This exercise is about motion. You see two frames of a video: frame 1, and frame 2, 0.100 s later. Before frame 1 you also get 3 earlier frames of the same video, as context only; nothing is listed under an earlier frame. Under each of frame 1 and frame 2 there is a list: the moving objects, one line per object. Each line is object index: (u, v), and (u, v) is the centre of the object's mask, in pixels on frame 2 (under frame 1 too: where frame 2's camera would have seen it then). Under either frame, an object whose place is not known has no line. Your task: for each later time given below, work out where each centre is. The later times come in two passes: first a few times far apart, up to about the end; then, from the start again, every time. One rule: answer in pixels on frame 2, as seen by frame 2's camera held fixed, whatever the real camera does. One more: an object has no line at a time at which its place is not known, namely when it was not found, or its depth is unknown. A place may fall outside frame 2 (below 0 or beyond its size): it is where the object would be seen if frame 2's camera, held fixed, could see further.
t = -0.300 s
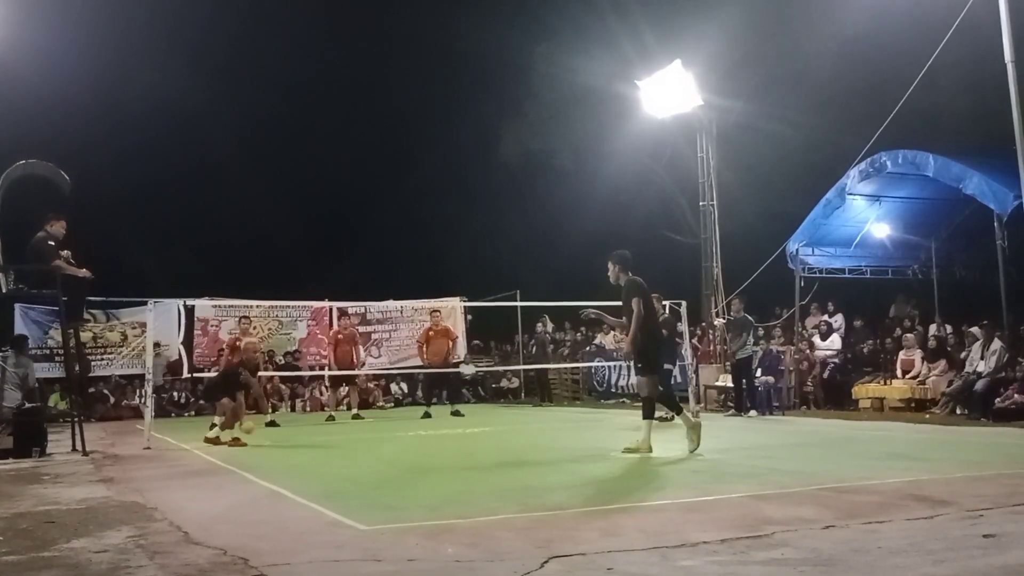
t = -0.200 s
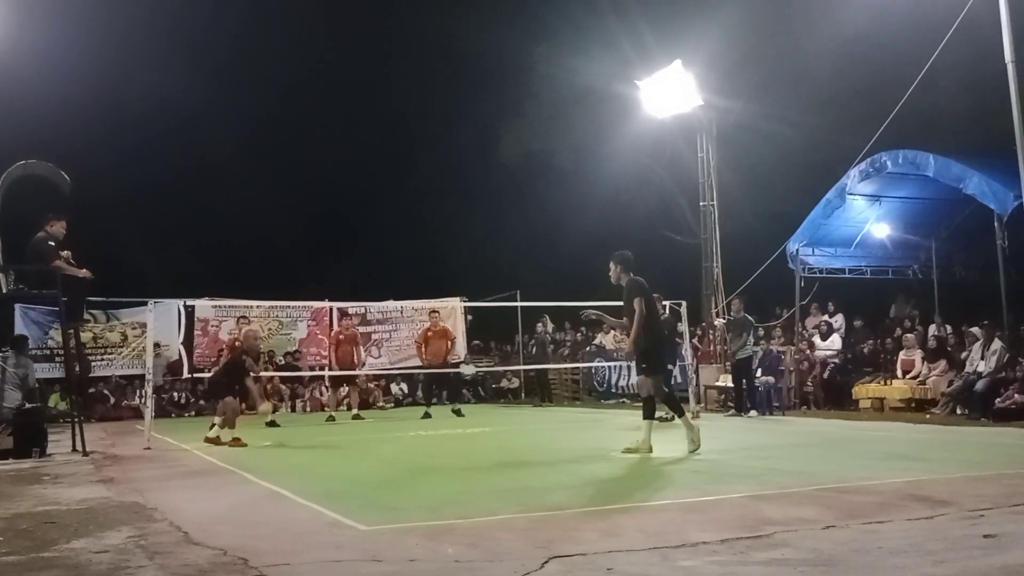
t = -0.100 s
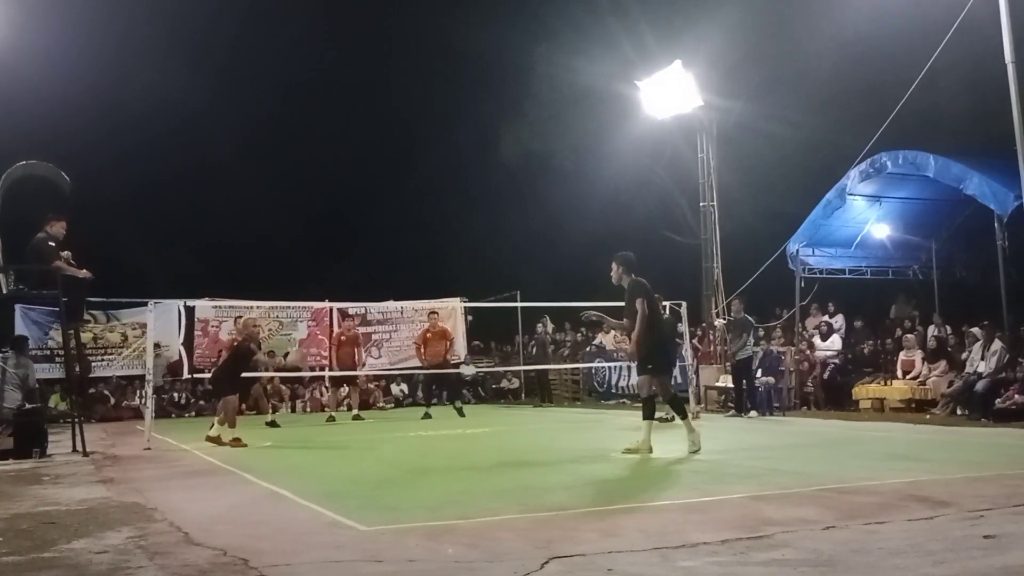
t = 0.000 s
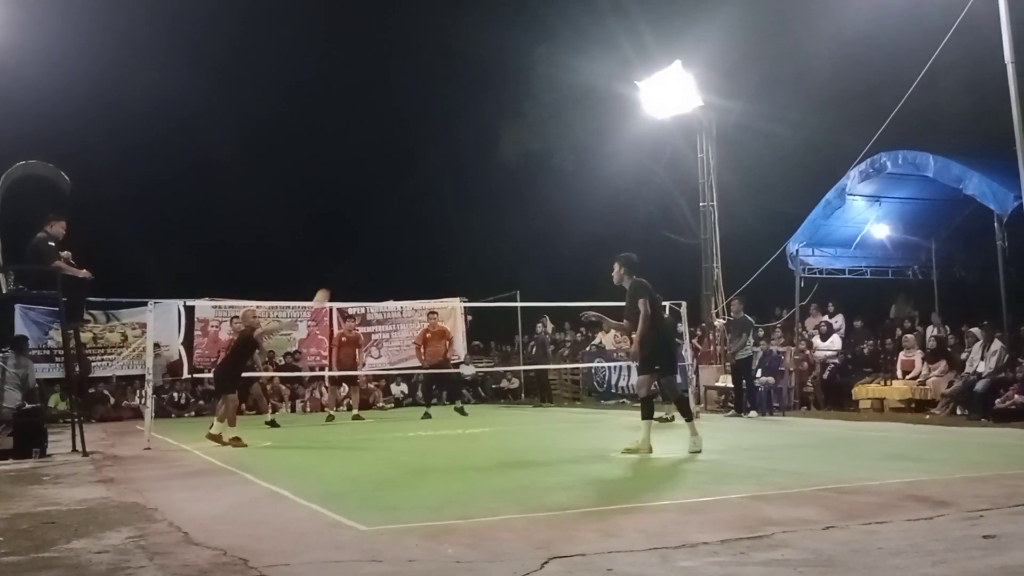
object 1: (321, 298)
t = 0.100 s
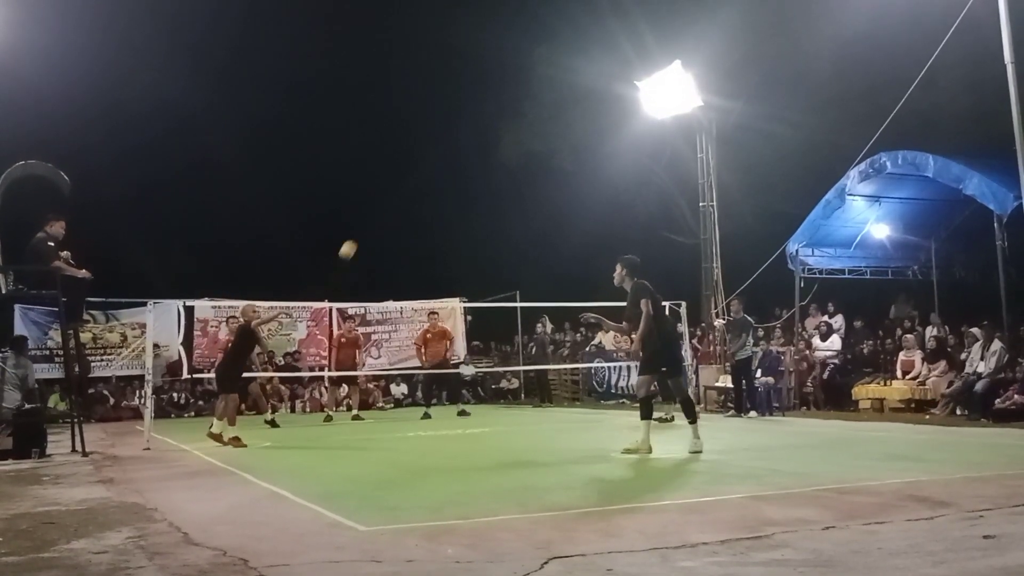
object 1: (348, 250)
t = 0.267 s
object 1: (396, 188)
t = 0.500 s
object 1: (467, 146)
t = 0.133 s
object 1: (358, 235)
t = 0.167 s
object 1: (367, 222)
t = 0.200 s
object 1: (376, 210)
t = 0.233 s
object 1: (387, 198)
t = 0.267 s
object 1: (396, 188)
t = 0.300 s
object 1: (406, 178)
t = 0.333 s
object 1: (415, 170)
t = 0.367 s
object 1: (425, 163)
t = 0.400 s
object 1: (435, 157)
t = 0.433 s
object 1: (446, 152)
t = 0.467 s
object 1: (456, 148)
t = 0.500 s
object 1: (467, 146)
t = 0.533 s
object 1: (477, 144)
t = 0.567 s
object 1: (489, 144)
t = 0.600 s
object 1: (500, 145)
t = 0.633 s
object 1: (511, 147)
